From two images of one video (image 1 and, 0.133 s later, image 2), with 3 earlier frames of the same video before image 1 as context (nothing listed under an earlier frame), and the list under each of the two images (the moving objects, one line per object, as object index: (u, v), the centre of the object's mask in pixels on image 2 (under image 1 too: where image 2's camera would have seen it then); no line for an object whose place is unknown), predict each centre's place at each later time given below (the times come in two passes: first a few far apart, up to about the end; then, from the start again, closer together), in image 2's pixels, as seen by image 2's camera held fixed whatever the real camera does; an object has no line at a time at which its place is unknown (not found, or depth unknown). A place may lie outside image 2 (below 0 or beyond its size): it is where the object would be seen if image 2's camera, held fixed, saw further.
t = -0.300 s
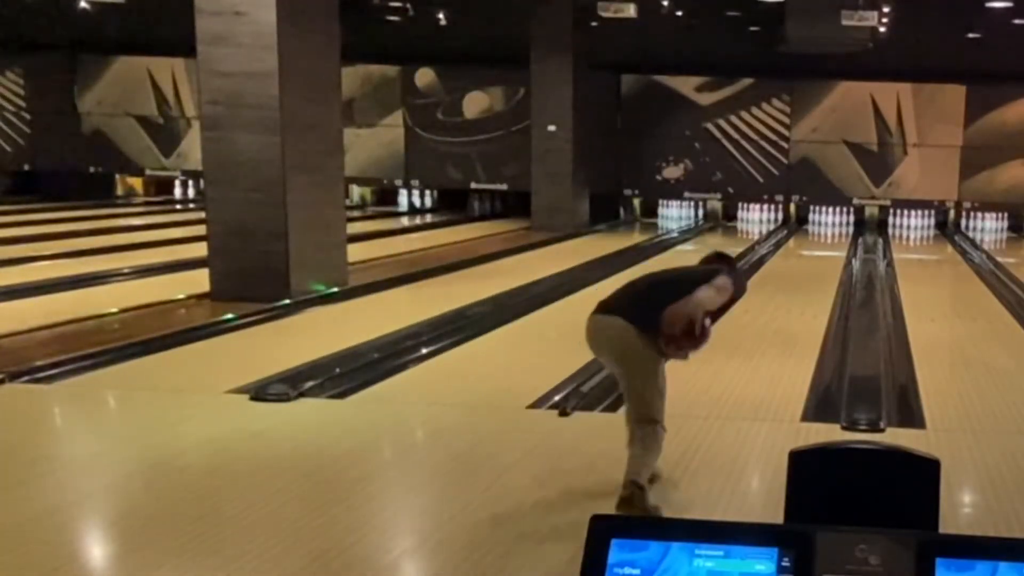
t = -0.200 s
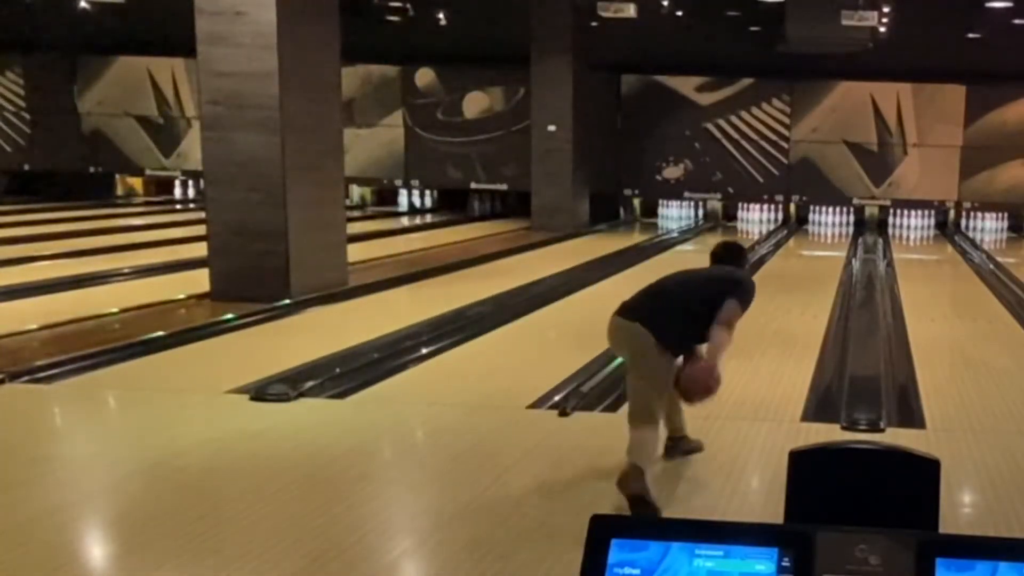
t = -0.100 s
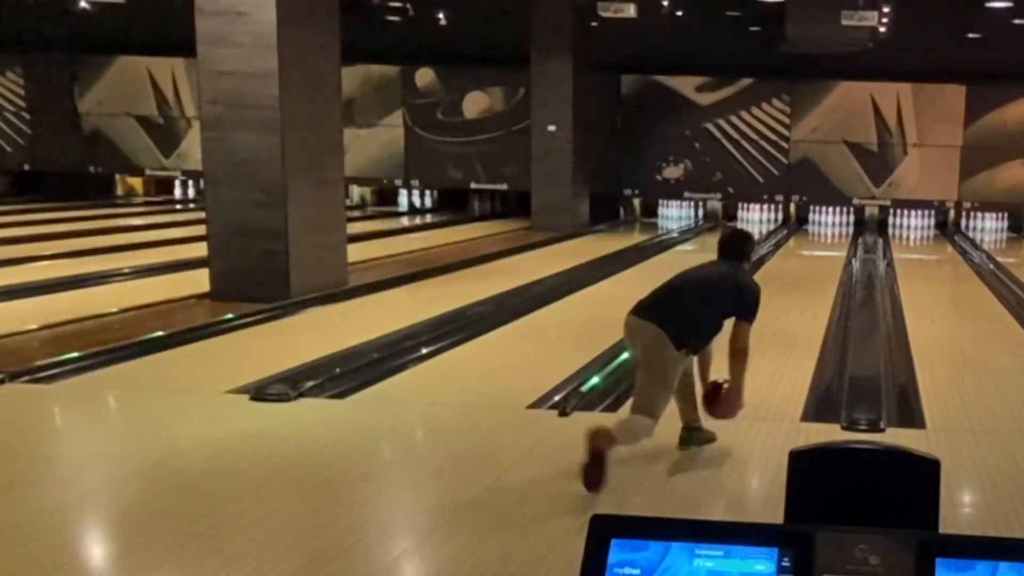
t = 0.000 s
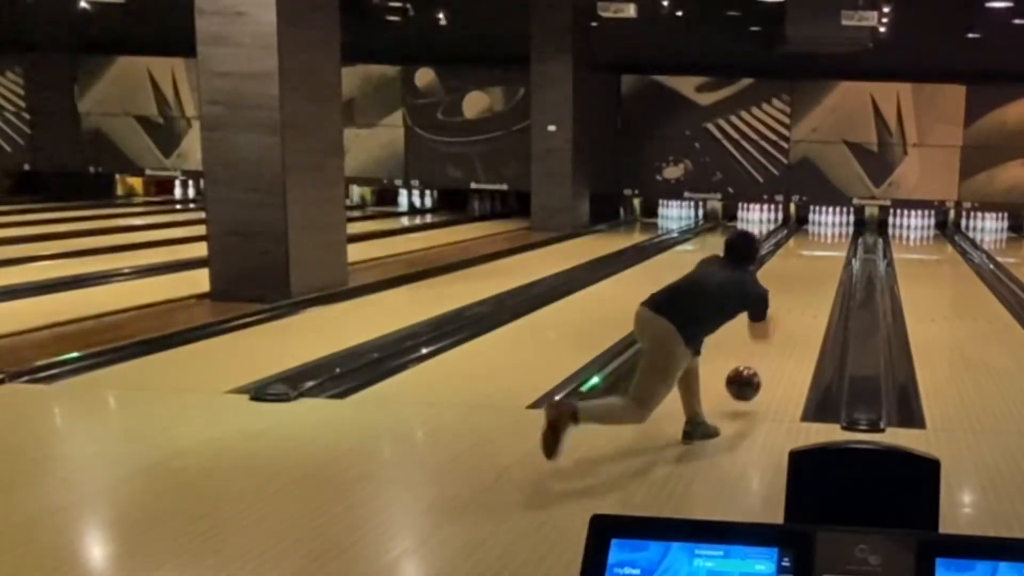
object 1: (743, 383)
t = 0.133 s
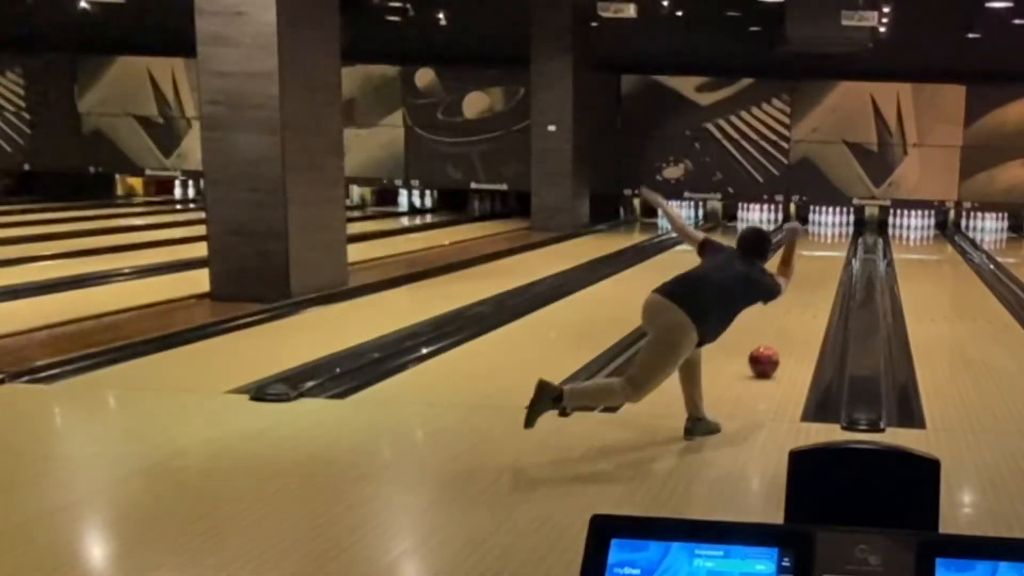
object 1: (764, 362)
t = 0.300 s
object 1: (783, 332)
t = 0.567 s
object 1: (802, 299)
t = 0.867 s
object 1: (817, 274)
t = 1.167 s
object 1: (826, 257)
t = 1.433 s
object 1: (832, 244)
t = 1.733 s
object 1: (835, 235)
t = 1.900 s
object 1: (836, 231)
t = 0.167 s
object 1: (768, 355)
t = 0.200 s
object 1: (772, 348)
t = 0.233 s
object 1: (776, 342)
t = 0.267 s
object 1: (779, 337)
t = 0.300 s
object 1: (783, 332)
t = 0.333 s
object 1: (786, 327)
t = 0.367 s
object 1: (789, 322)
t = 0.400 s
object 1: (791, 319)
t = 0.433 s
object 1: (795, 320)
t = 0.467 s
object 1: (800, 316)
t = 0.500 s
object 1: (798, 302)
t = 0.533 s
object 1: (801, 302)
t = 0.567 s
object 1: (802, 299)
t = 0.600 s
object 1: (805, 295)
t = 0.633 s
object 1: (807, 292)
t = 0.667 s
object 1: (808, 290)
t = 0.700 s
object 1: (810, 286)
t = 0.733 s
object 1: (812, 283)
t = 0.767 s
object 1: (813, 281)
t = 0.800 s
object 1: (814, 279)
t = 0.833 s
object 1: (816, 276)
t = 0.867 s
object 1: (817, 274)
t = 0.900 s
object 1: (818, 272)
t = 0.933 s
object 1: (819, 270)
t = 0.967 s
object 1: (820, 267)
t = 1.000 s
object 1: (821, 265)
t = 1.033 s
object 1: (823, 264)
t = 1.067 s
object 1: (823, 262)
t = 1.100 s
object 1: (824, 260)
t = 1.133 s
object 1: (825, 259)
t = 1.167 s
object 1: (826, 257)
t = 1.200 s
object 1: (827, 255)
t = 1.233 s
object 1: (827, 254)
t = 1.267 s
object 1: (828, 251)
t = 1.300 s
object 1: (829, 250)
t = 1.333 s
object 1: (830, 249)
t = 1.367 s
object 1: (831, 247)
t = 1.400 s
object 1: (831, 245)
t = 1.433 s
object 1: (832, 244)
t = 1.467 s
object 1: (832, 244)
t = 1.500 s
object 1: (832, 242)
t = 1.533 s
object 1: (833, 241)
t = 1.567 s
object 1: (834, 240)
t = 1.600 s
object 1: (834, 239)
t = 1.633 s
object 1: (835, 238)
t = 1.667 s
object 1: (835, 237)
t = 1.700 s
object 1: (835, 236)
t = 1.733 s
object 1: (835, 235)
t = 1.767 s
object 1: (835, 234)
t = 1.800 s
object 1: (835, 234)
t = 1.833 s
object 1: (836, 232)
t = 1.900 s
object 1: (836, 231)
